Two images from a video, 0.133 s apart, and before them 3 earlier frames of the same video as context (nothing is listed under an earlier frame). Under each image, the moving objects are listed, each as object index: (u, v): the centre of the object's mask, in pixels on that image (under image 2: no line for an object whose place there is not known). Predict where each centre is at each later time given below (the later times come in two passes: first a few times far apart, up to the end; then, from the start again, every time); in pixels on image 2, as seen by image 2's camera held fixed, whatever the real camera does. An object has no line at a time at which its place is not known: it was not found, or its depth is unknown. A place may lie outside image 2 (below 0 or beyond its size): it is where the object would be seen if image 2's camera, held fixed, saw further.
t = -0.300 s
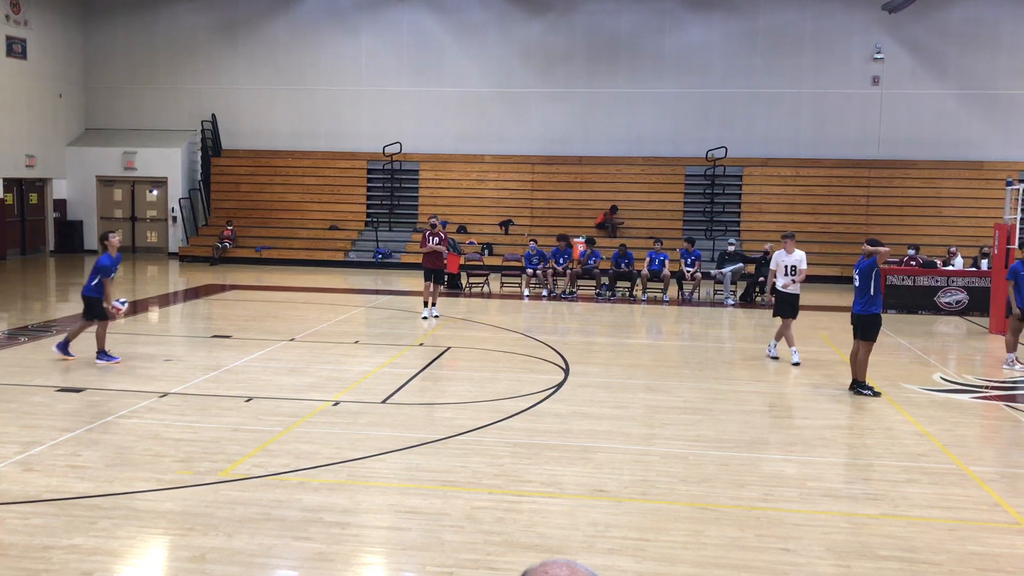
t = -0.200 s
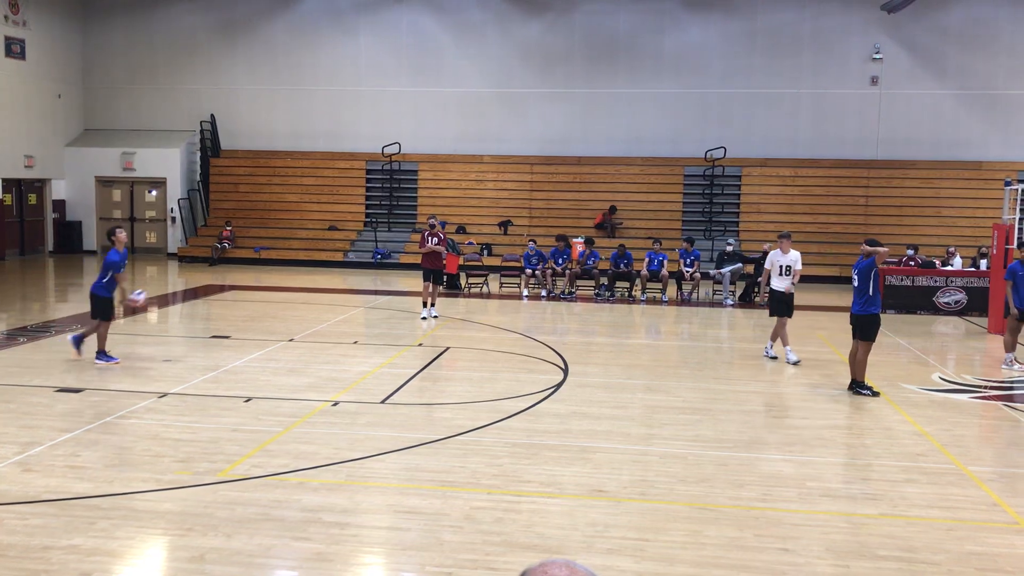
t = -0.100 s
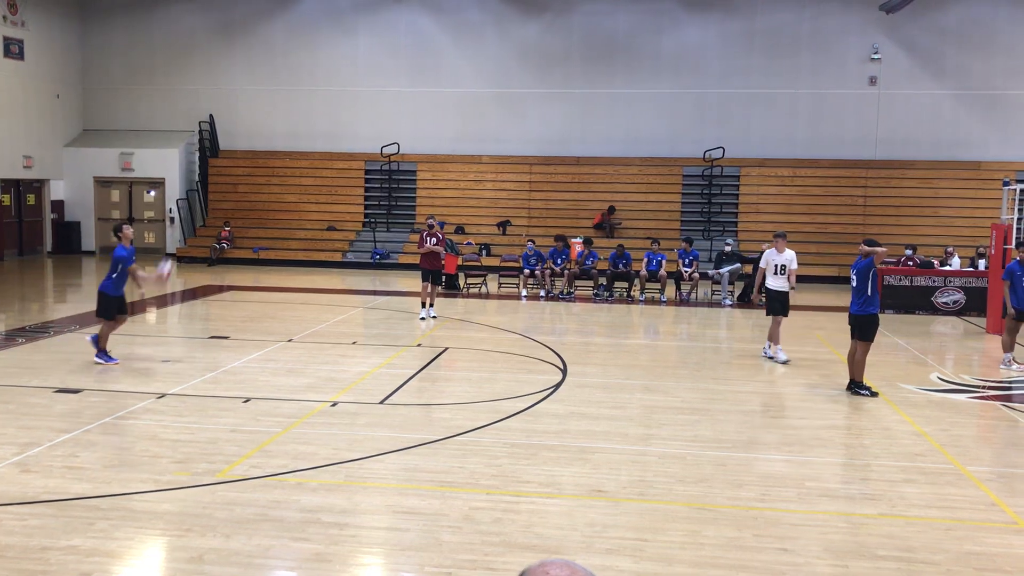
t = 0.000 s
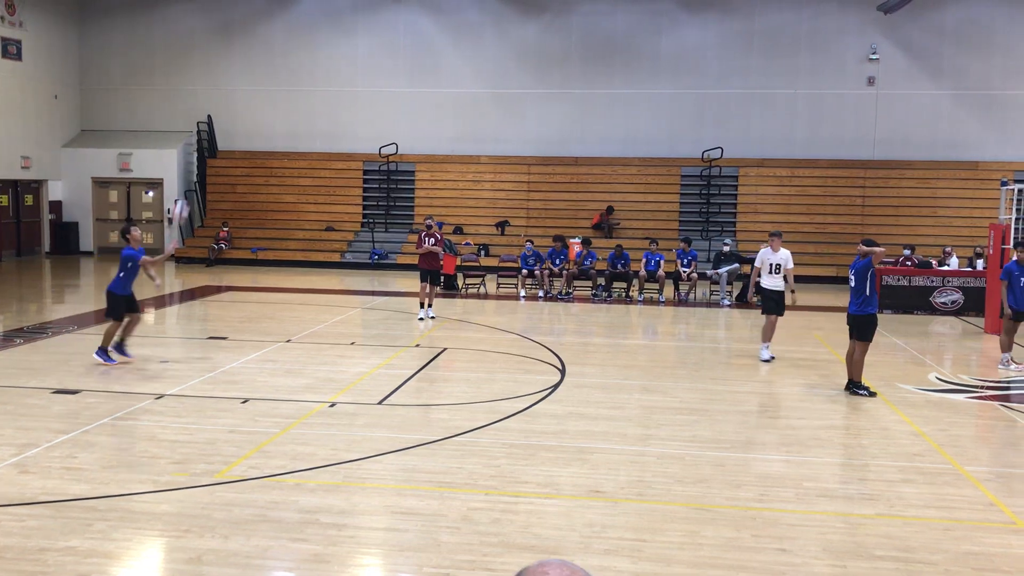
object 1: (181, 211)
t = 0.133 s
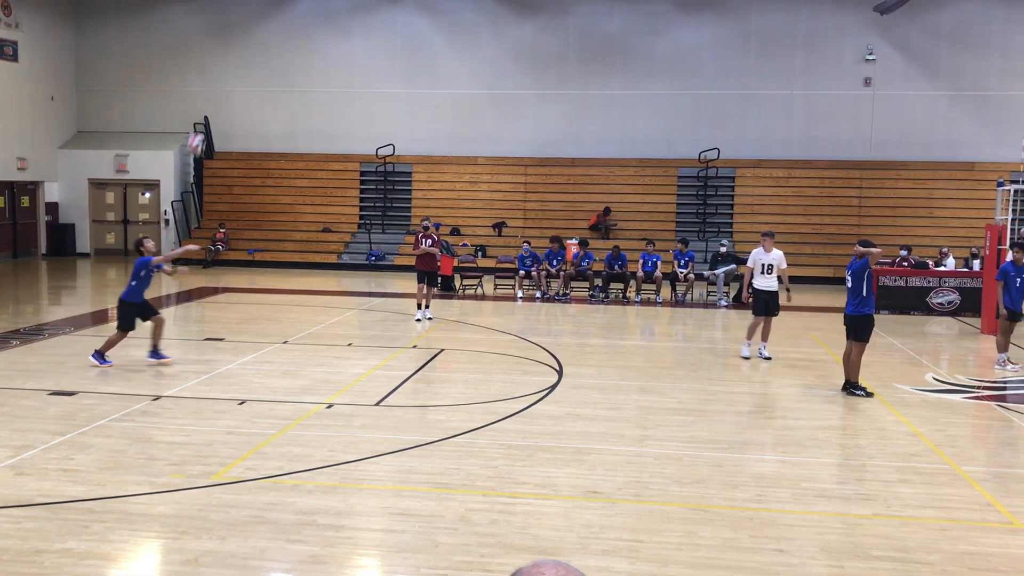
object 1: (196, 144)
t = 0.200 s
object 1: (206, 114)
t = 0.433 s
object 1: (239, 43)
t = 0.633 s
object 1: (266, 16)
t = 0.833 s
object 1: (292, 21)
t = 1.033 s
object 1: (319, 57)
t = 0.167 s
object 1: (201, 130)
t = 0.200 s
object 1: (206, 114)
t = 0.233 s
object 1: (211, 101)
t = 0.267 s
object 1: (216, 90)
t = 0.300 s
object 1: (220, 78)
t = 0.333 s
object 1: (225, 68)
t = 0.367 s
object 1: (230, 58)
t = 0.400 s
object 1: (234, 50)
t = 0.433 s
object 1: (239, 43)
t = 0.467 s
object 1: (243, 36)
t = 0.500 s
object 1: (247, 30)
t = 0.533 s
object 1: (252, 25)
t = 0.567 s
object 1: (256, 21)
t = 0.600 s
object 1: (261, 18)
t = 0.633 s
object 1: (266, 16)
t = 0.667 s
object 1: (270, 14)
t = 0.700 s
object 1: (275, 14)
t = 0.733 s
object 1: (278, 14)
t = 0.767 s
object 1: (283, 16)
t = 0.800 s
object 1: (288, 18)
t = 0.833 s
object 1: (292, 21)
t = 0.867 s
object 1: (296, 25)
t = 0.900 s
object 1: (302, 29)
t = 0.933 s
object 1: (306, 35)
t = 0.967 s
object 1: (312, 42)
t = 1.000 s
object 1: (316, 48)
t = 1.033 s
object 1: (319, 57)
